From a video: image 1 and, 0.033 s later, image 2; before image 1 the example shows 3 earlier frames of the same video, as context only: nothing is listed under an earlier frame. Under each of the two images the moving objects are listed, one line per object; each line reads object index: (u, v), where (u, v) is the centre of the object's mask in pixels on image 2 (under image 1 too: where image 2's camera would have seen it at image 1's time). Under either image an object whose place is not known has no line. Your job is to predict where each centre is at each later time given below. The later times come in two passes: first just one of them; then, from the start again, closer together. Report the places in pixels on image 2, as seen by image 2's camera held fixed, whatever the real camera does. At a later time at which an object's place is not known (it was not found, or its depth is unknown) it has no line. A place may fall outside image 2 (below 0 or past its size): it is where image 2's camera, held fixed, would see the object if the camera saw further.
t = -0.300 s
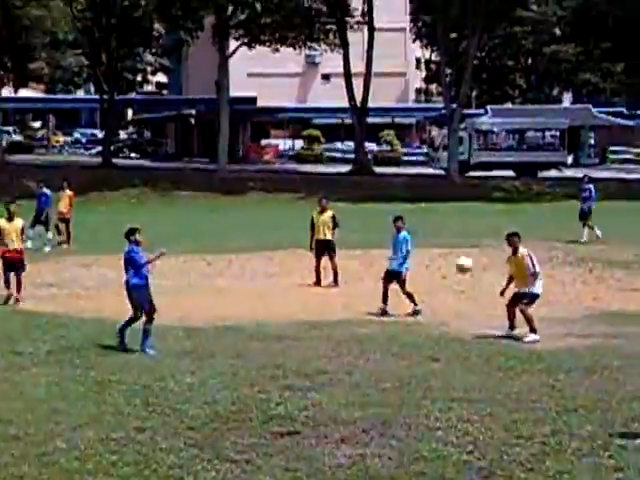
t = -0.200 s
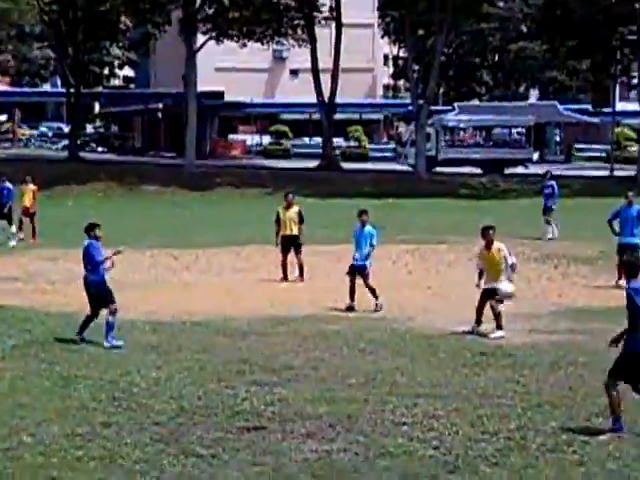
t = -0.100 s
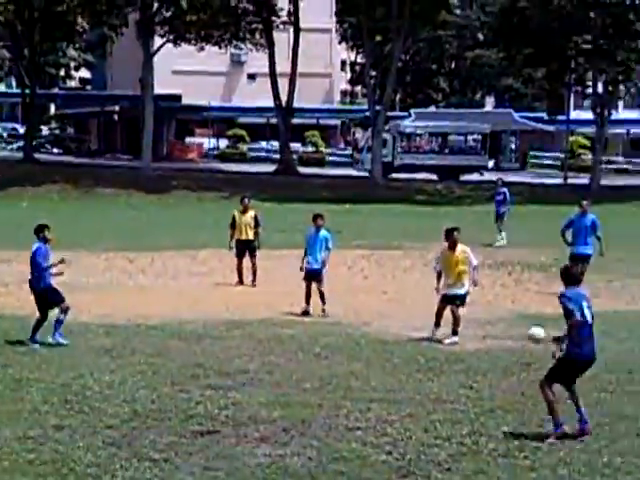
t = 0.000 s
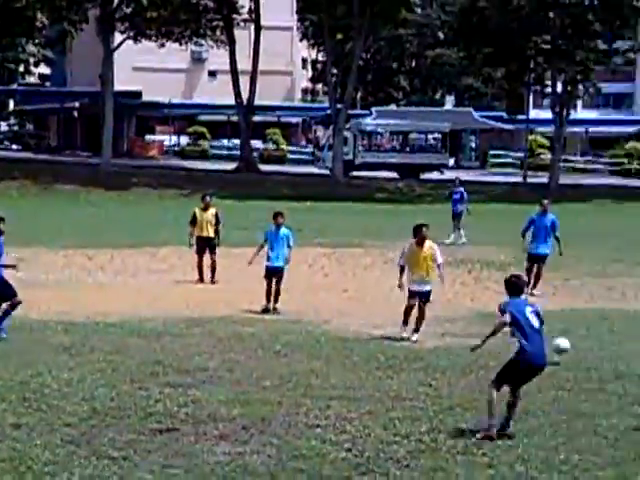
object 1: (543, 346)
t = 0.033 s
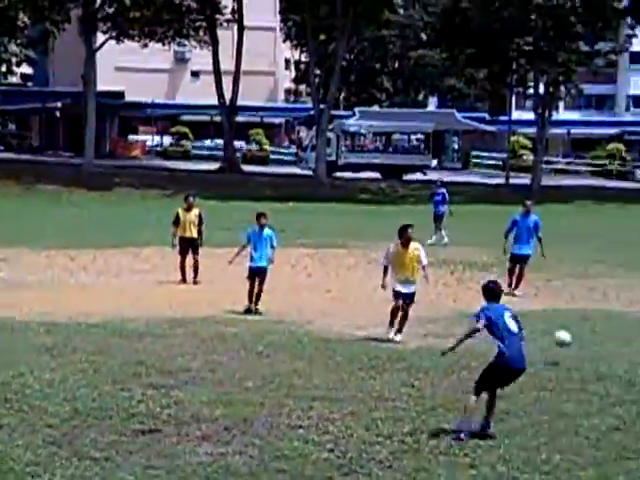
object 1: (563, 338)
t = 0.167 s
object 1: (636, 313)
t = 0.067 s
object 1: (581, 330)
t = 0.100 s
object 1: (600, 323)
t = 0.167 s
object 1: (636, 313)
